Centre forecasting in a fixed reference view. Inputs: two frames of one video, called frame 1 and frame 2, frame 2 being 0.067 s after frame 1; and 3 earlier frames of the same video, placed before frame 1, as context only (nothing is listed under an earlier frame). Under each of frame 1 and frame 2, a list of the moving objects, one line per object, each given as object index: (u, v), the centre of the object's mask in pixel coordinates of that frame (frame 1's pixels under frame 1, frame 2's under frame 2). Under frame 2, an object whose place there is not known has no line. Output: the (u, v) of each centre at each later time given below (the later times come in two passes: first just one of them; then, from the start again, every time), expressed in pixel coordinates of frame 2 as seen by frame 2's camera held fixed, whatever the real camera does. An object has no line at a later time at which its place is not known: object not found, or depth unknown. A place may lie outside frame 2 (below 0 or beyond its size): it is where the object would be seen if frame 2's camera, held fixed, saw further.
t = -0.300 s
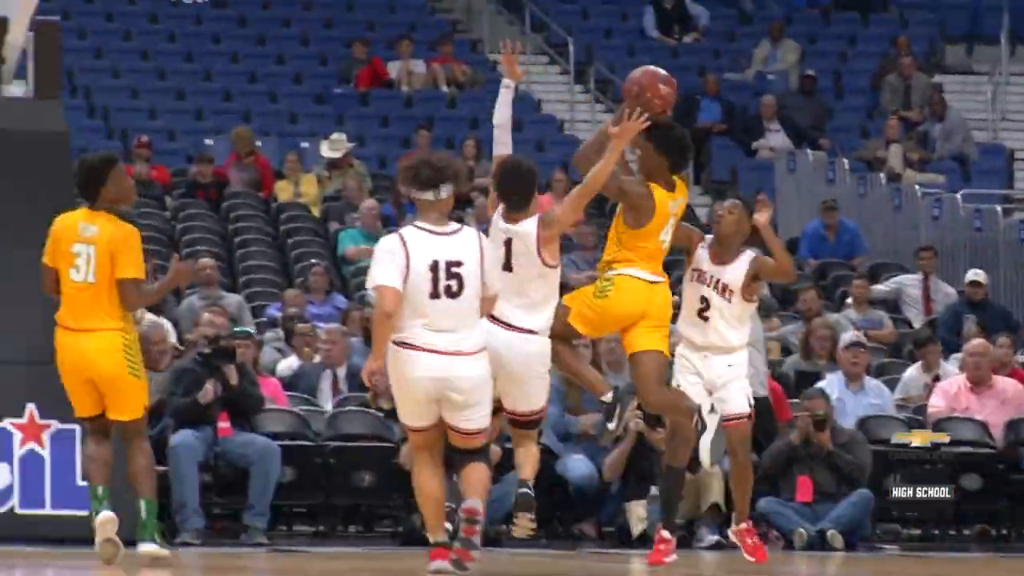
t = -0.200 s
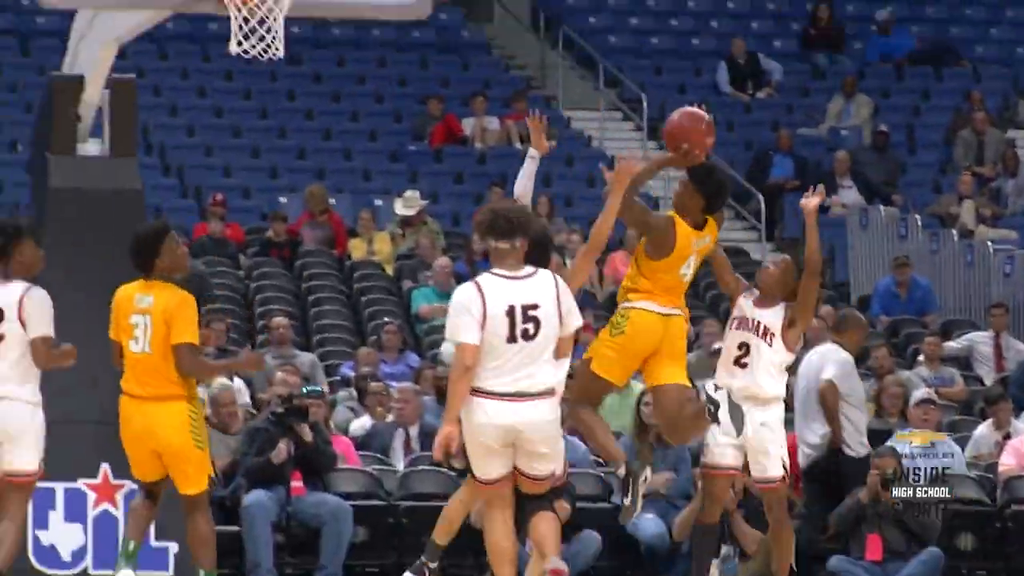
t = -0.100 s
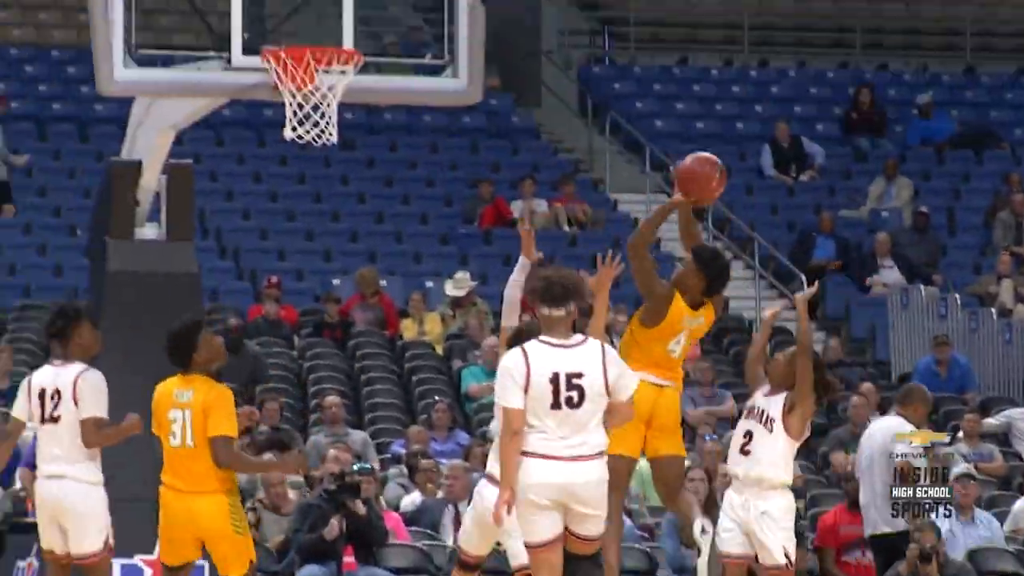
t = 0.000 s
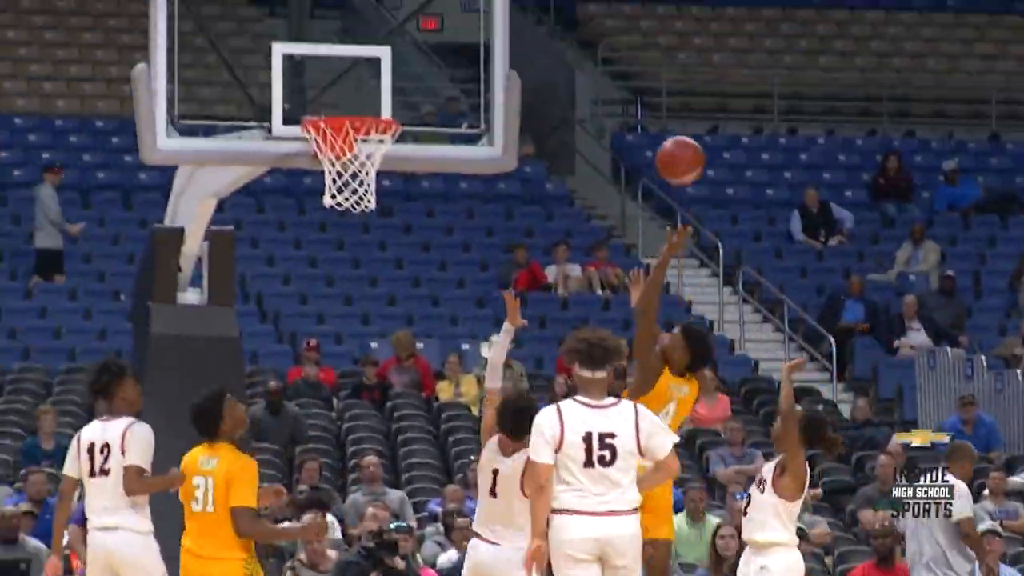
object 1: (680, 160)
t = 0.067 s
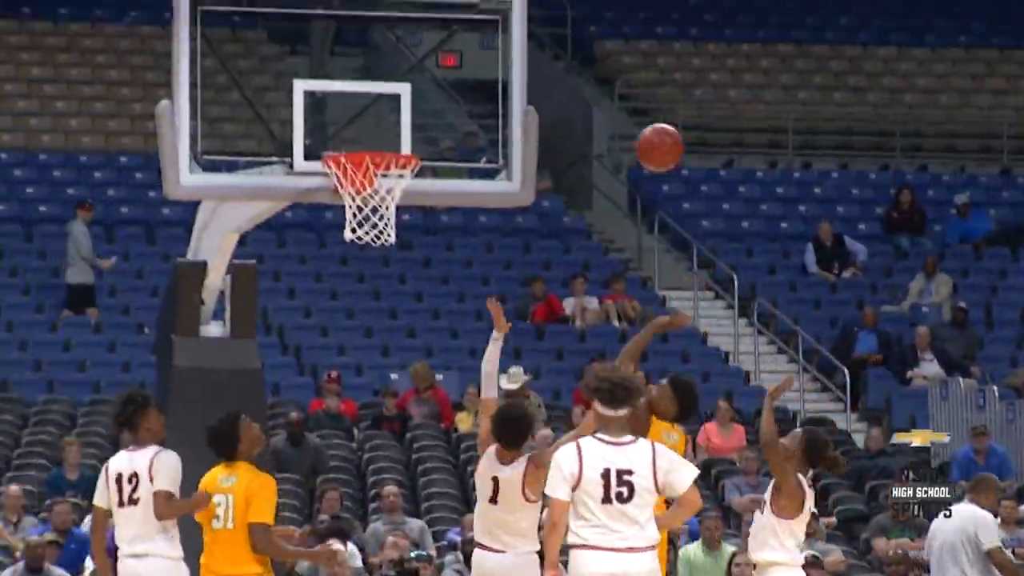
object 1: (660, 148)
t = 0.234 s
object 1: (571, 76)
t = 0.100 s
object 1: (642, 128)
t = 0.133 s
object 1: (625, 111)
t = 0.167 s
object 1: (606, 97)
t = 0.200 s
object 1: (589, 85)
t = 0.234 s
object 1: (571, 76)
